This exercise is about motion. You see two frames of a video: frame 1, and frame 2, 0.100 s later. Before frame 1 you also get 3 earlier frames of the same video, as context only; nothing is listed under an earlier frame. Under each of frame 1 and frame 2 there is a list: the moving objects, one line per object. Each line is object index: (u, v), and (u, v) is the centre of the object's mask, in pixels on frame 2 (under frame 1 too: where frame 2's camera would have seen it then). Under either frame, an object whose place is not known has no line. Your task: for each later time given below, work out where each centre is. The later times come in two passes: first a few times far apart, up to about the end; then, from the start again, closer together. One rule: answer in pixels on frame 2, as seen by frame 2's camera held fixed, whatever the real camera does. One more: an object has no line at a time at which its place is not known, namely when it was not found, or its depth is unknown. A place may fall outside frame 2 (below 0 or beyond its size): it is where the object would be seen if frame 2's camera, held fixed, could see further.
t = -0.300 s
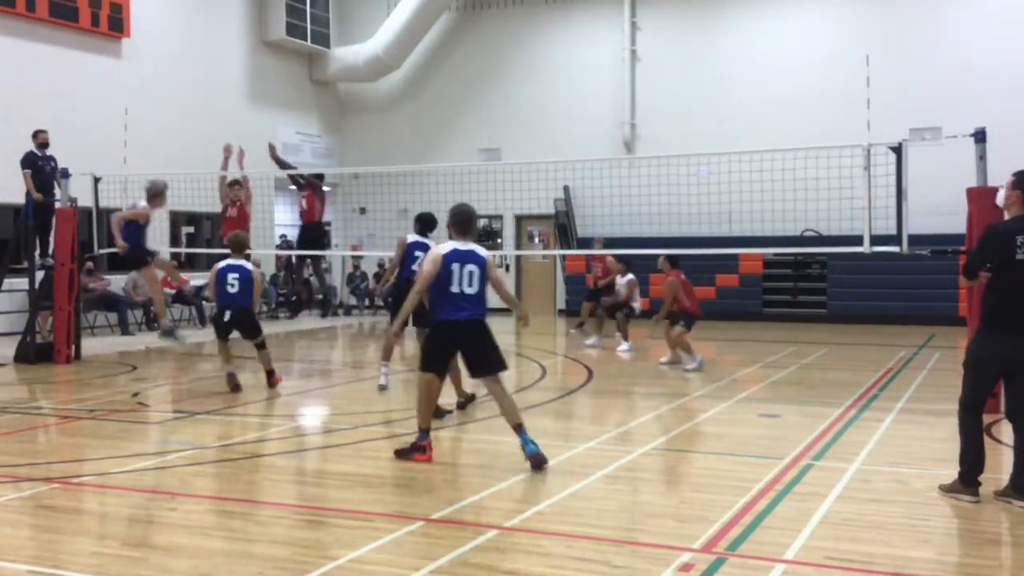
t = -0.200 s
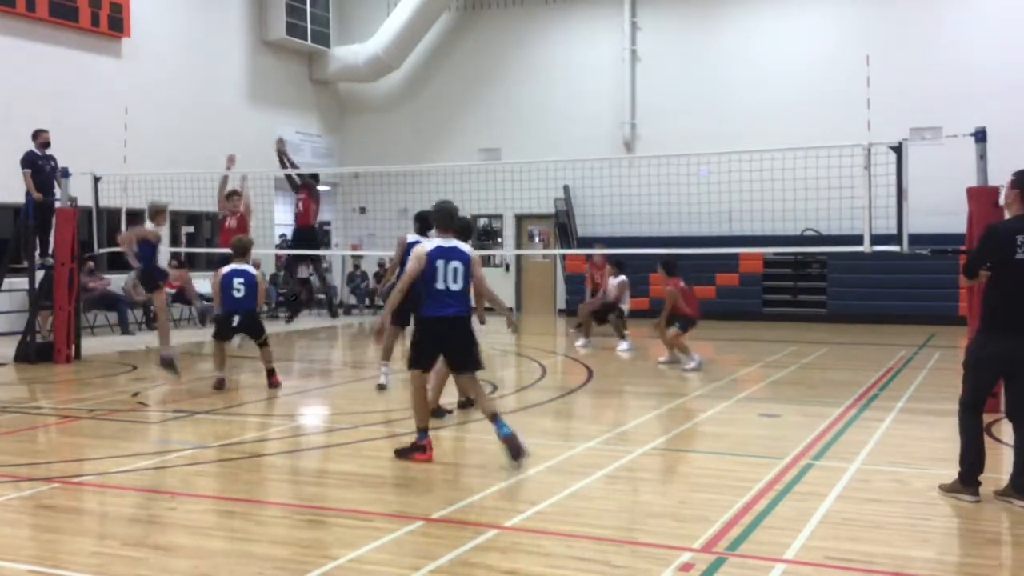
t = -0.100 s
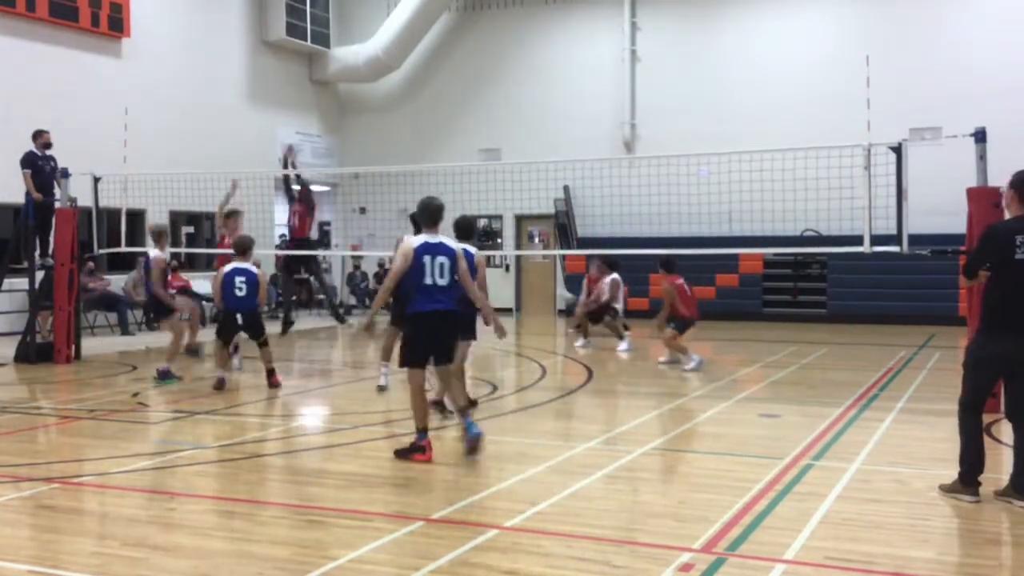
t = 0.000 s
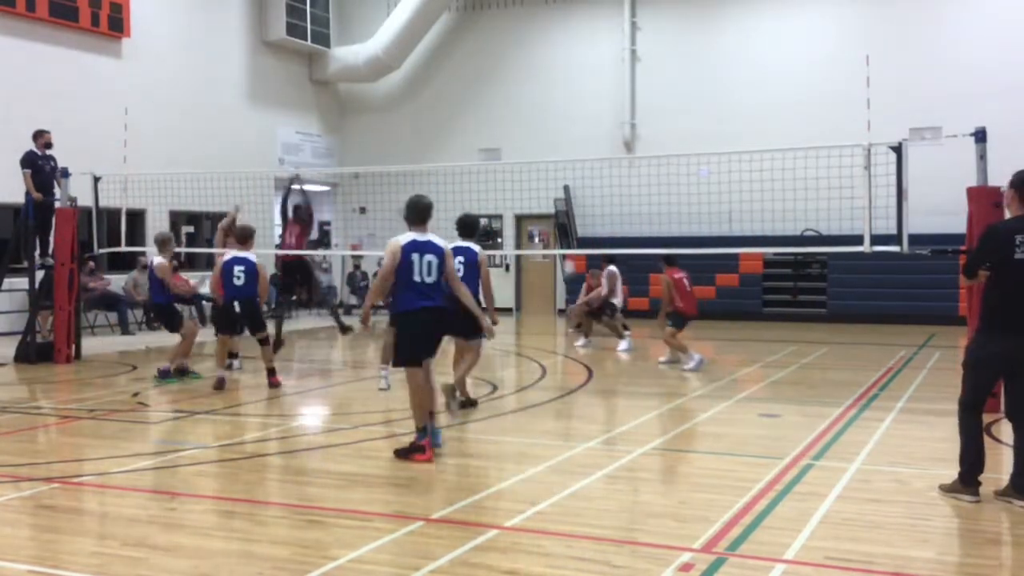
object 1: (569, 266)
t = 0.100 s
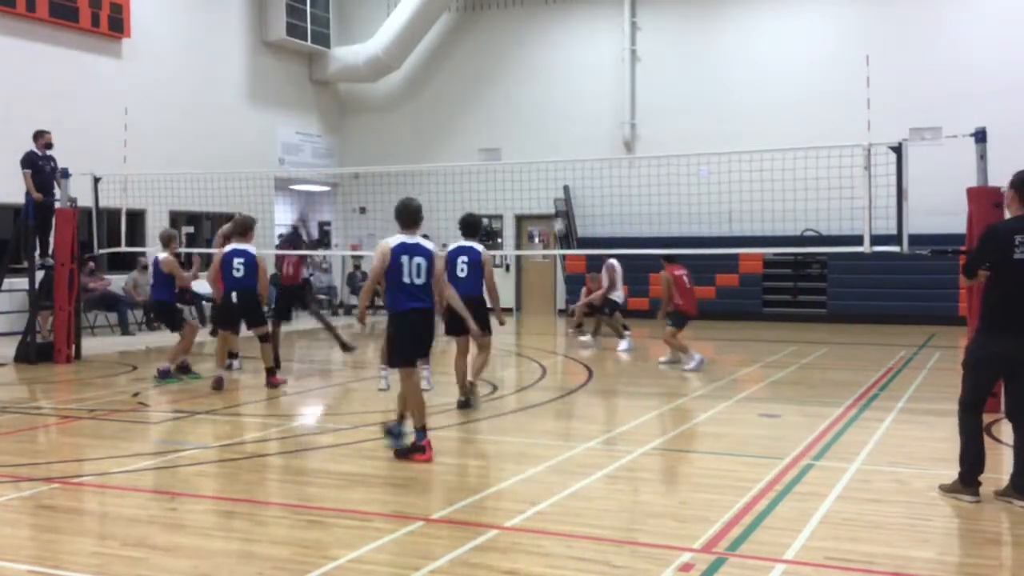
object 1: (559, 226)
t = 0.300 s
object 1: (540, 153)
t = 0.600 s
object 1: (511, 74)
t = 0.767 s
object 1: (494, 52)
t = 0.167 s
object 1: (552, 200)
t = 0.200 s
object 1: (550, 192)
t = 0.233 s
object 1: (547, 179)
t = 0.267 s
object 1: (543, 167)
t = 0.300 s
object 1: (540, 153)
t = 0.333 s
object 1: (537, 142)
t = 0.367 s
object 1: (534, 132)
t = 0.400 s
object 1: (530, 121)
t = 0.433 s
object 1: (528, 112)
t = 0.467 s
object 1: (524, 107)
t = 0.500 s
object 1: (522, 95)
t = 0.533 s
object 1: (519, 88)
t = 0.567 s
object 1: (515, 81)
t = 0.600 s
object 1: (511, 74)
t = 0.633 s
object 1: (508, 69)
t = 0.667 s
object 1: (505, 64)
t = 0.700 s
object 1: (501, 59)
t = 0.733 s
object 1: (497, 55)
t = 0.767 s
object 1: (494, 52)
